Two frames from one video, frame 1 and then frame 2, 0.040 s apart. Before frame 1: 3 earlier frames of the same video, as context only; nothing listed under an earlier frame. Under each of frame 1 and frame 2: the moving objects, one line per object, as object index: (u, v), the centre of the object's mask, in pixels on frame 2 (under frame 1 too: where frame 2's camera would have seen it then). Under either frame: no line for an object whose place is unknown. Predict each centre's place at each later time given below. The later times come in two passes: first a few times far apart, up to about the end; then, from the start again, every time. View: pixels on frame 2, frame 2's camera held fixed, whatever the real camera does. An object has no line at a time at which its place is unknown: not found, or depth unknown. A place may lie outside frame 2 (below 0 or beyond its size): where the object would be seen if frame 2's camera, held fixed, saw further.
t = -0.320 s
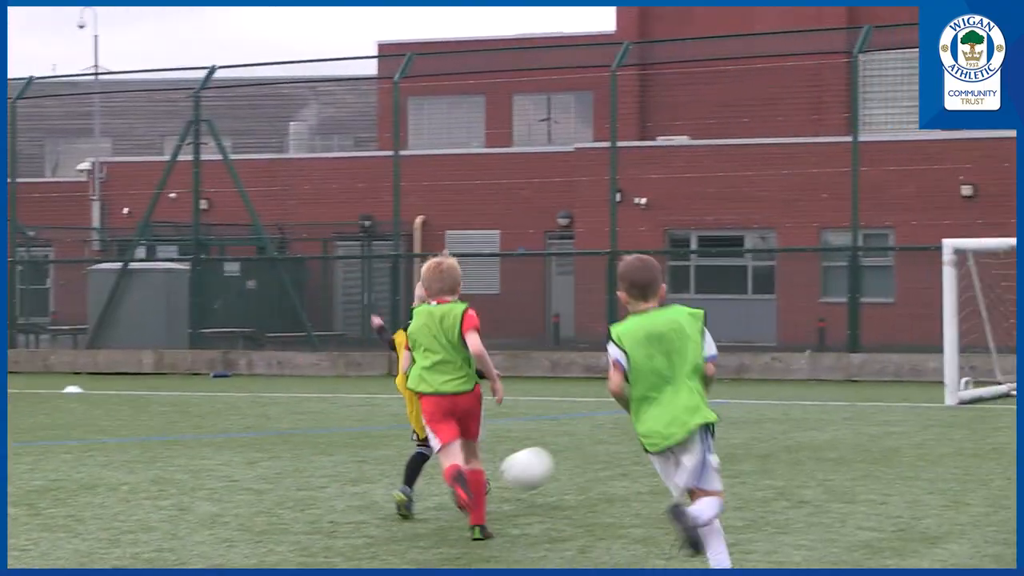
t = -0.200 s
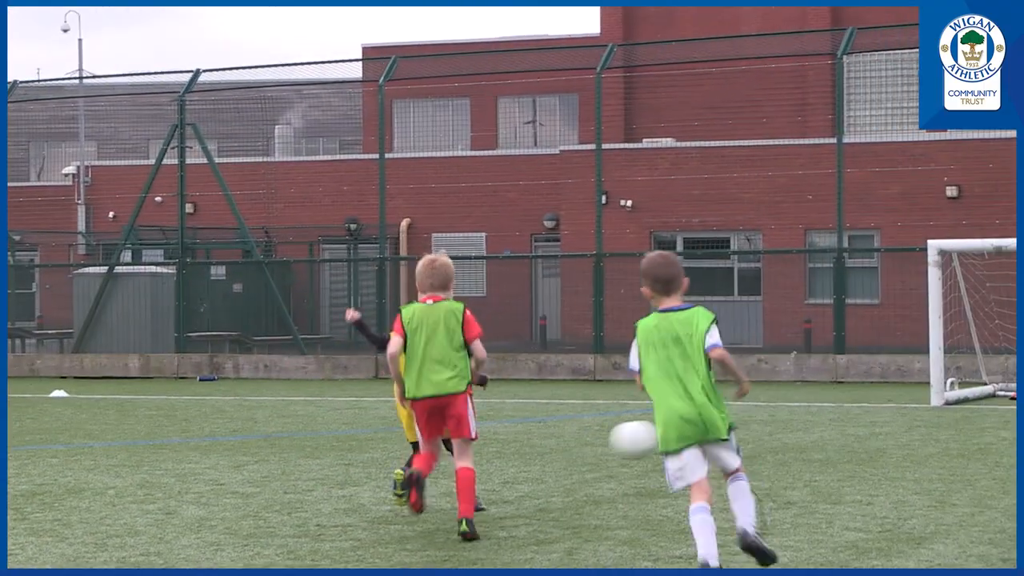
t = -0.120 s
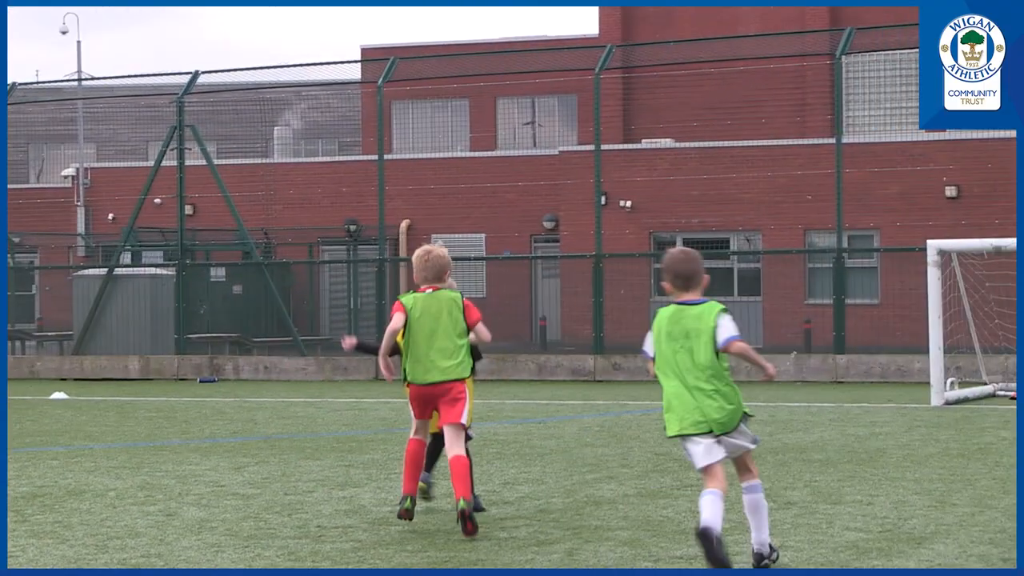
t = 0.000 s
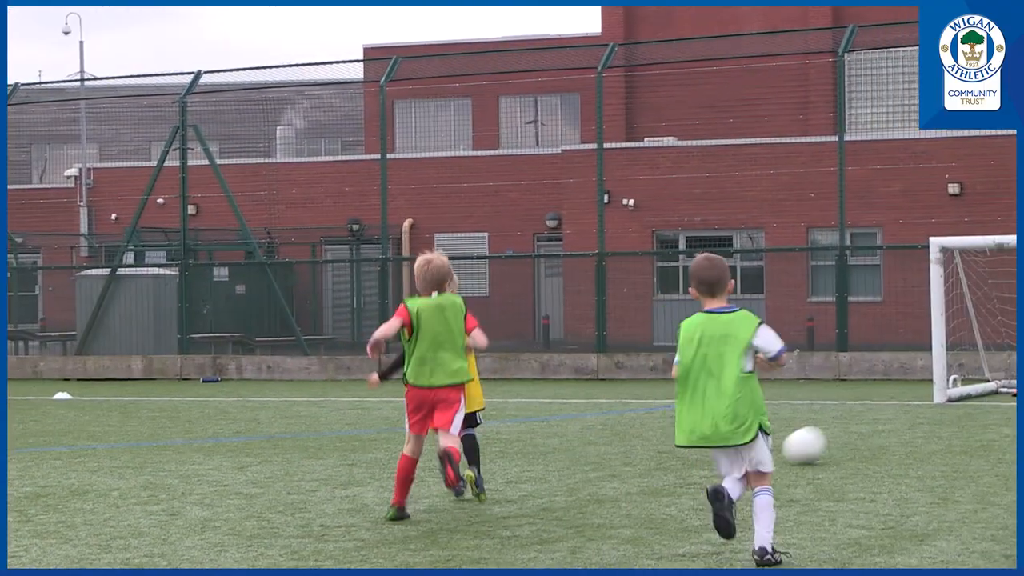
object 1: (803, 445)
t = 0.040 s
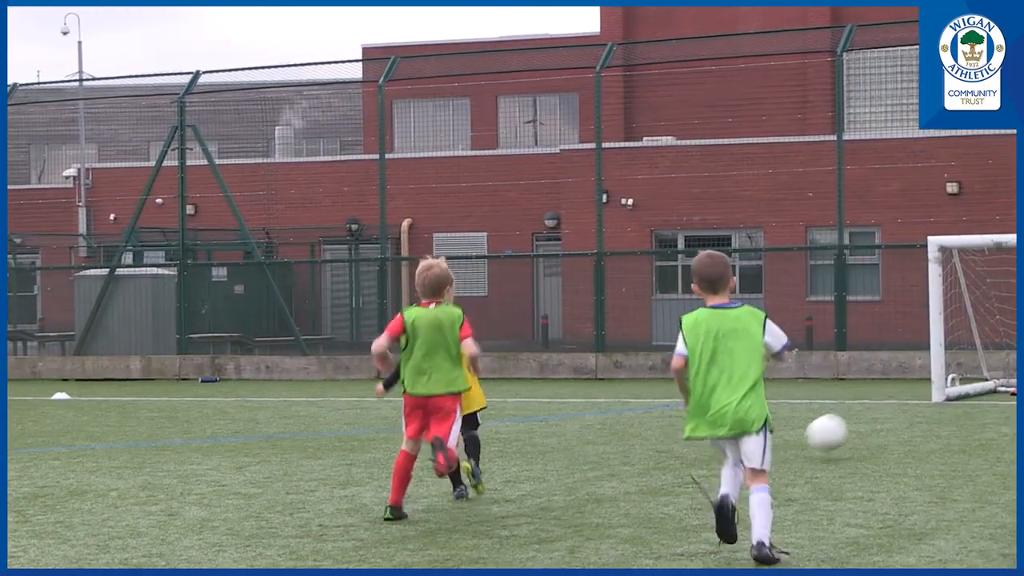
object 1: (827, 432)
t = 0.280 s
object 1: (953, 419)
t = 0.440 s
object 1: (1013, 406)
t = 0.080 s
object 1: (850, 422)
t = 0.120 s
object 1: (872, 416)
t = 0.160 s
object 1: (893, 413)
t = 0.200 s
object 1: (915, 415)
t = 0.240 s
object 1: (935, 416)
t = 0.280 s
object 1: (953, 419)
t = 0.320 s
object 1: (971, 421)
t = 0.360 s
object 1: (985, 414)
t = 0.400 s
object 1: (999, 409)
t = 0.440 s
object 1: (1013, 406)
